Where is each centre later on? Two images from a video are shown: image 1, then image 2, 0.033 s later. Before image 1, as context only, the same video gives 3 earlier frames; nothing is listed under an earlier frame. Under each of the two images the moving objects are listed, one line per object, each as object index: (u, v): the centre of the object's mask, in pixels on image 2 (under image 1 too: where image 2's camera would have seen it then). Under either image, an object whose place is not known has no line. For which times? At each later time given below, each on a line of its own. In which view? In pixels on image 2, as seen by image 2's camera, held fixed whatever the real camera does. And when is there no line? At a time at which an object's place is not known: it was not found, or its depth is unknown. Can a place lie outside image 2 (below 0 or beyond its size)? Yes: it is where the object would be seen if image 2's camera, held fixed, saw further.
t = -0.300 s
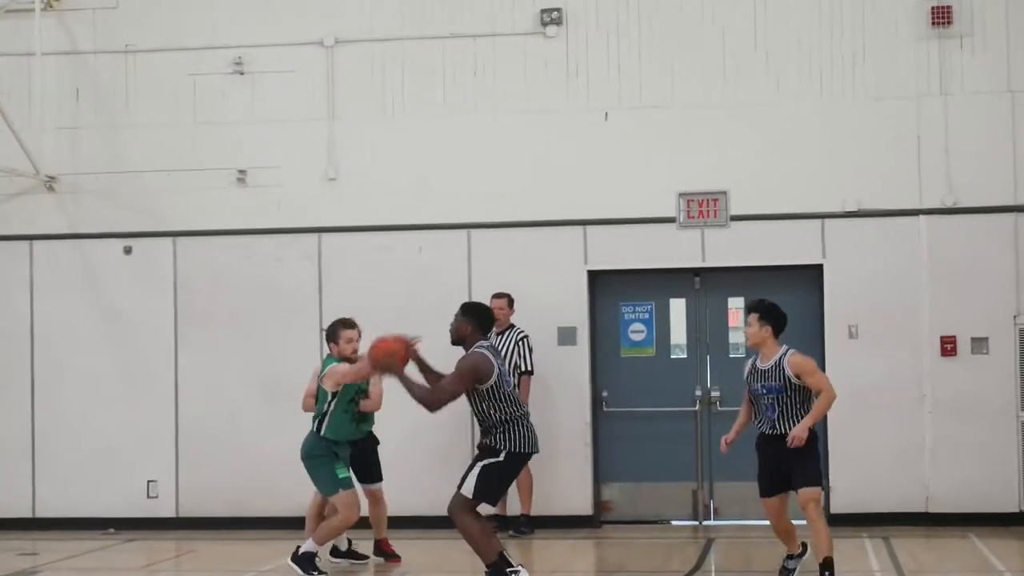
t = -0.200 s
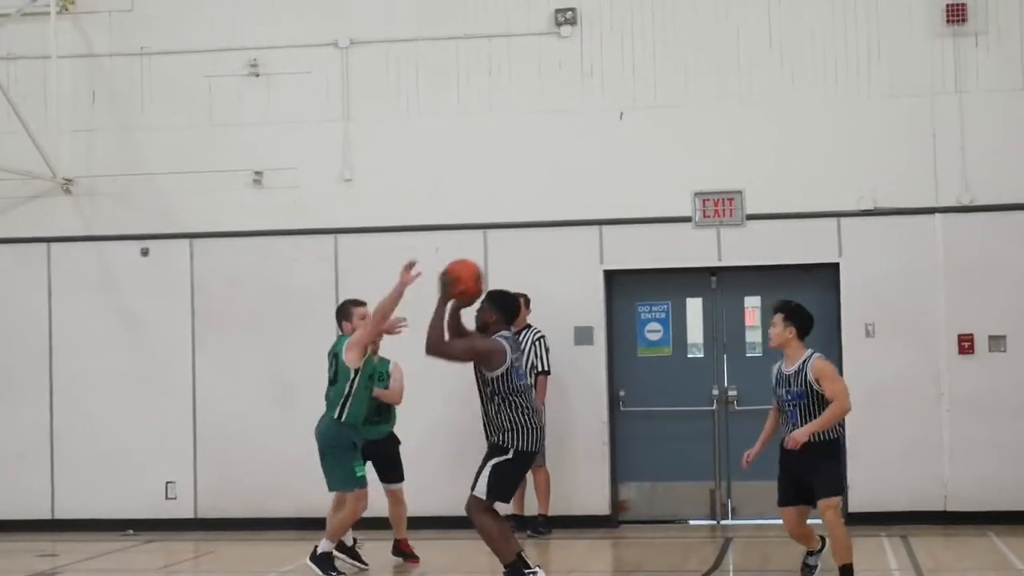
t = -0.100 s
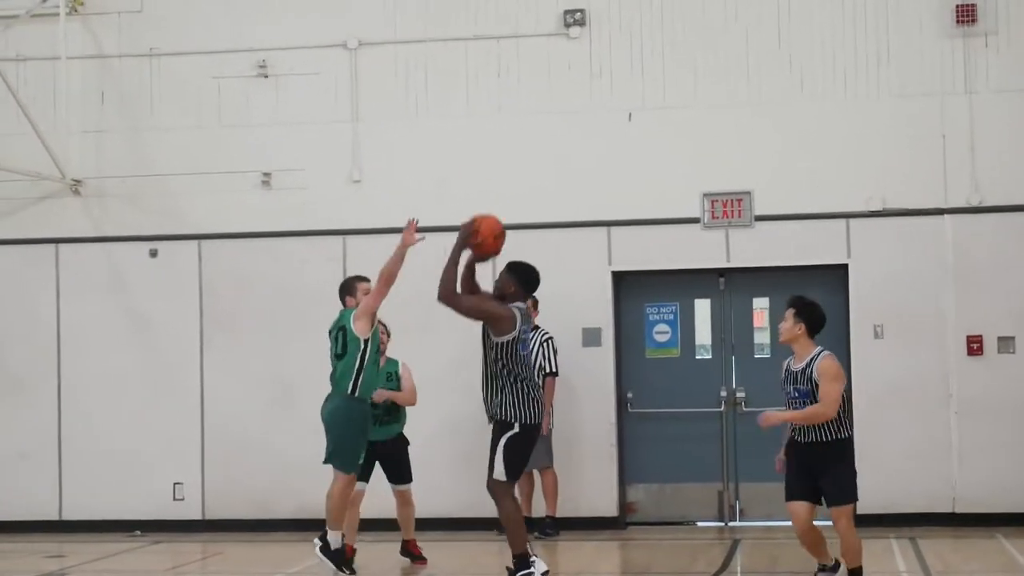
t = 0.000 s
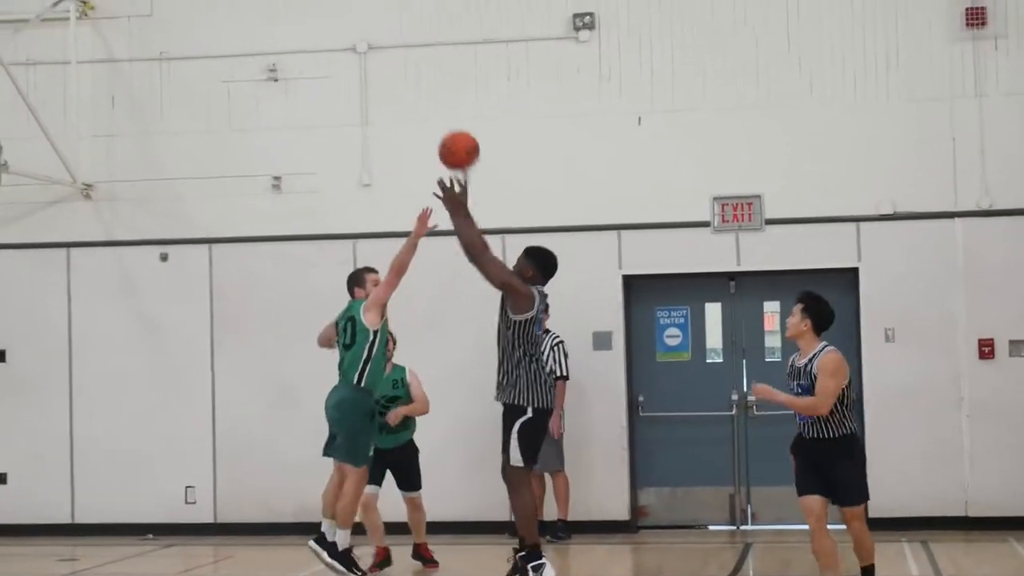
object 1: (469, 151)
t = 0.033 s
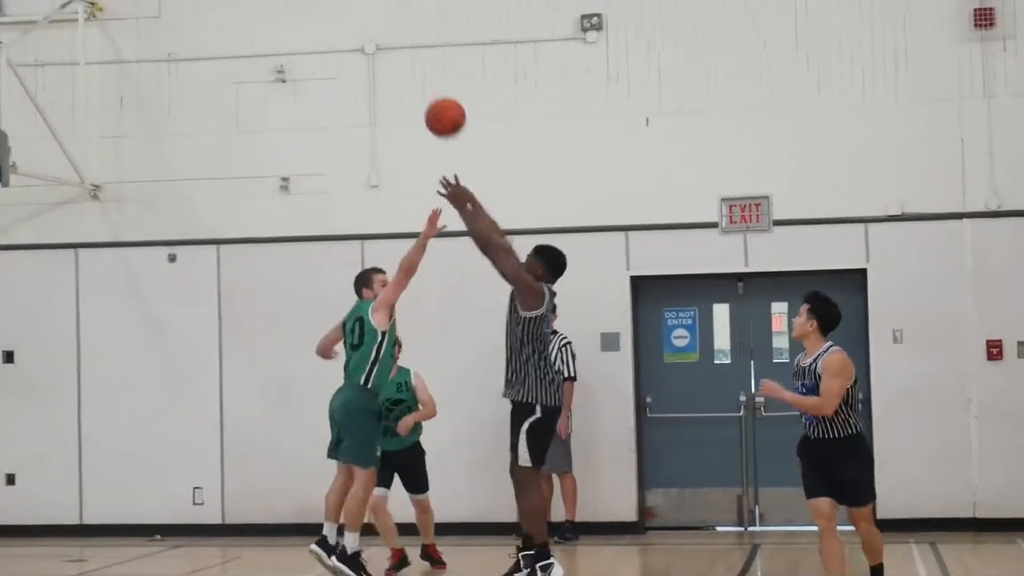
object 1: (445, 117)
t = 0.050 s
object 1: (433, 101)
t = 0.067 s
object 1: (423, 85)
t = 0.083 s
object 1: (413, 70)
